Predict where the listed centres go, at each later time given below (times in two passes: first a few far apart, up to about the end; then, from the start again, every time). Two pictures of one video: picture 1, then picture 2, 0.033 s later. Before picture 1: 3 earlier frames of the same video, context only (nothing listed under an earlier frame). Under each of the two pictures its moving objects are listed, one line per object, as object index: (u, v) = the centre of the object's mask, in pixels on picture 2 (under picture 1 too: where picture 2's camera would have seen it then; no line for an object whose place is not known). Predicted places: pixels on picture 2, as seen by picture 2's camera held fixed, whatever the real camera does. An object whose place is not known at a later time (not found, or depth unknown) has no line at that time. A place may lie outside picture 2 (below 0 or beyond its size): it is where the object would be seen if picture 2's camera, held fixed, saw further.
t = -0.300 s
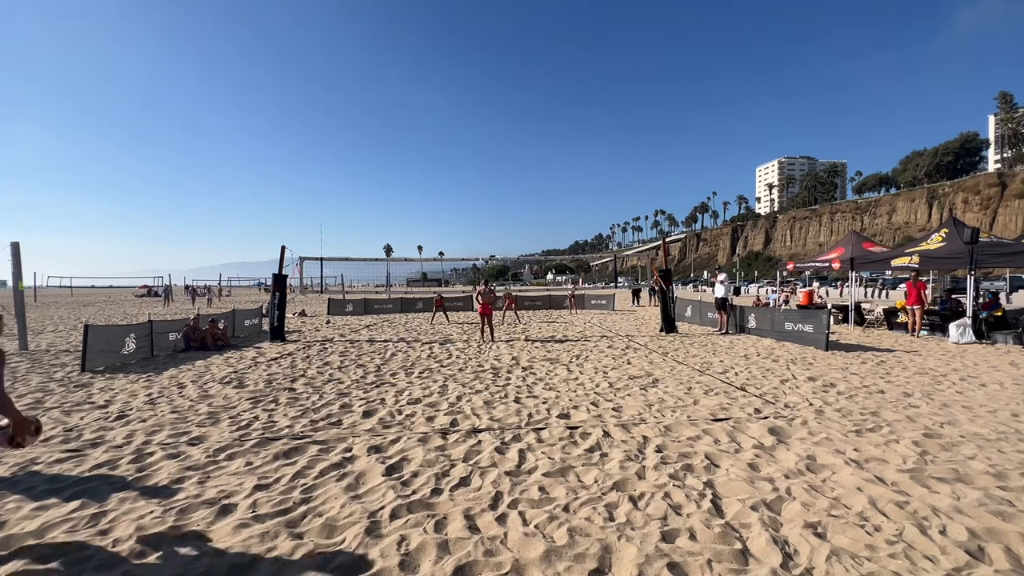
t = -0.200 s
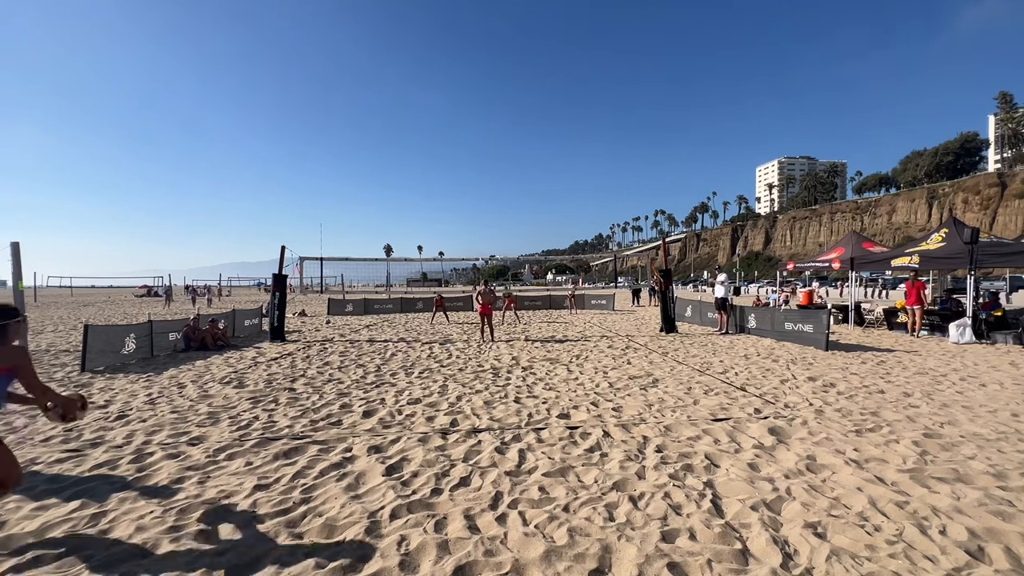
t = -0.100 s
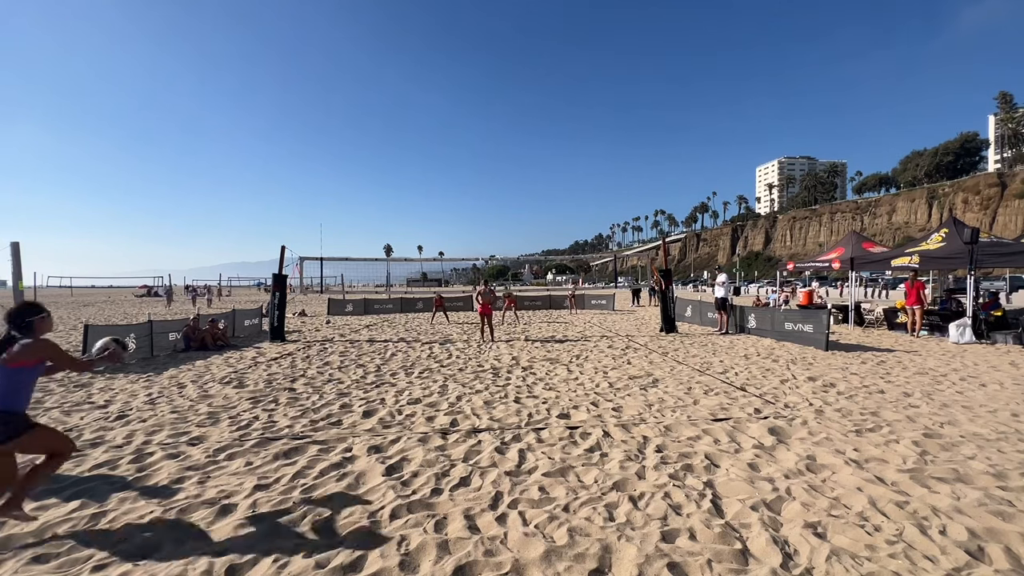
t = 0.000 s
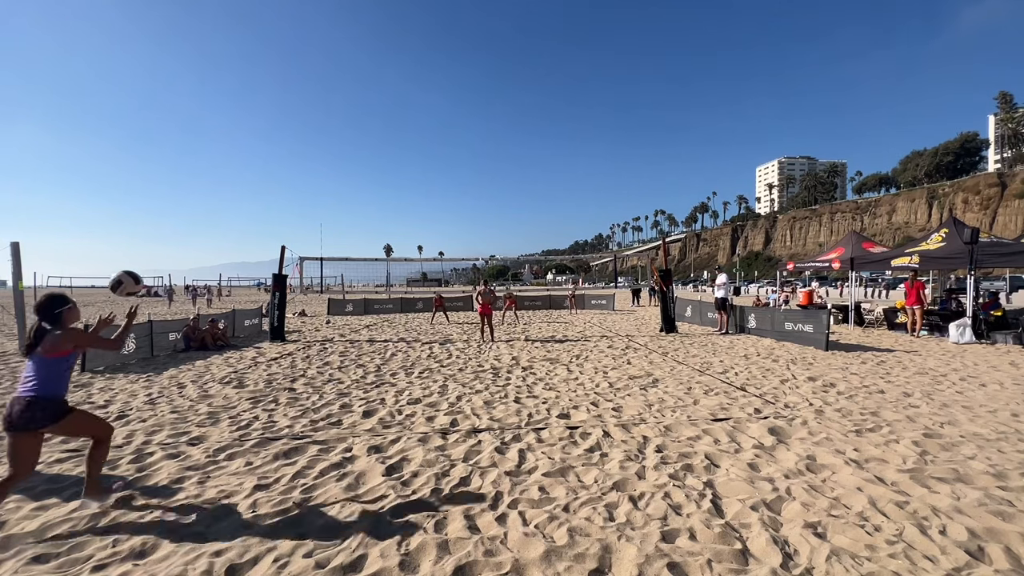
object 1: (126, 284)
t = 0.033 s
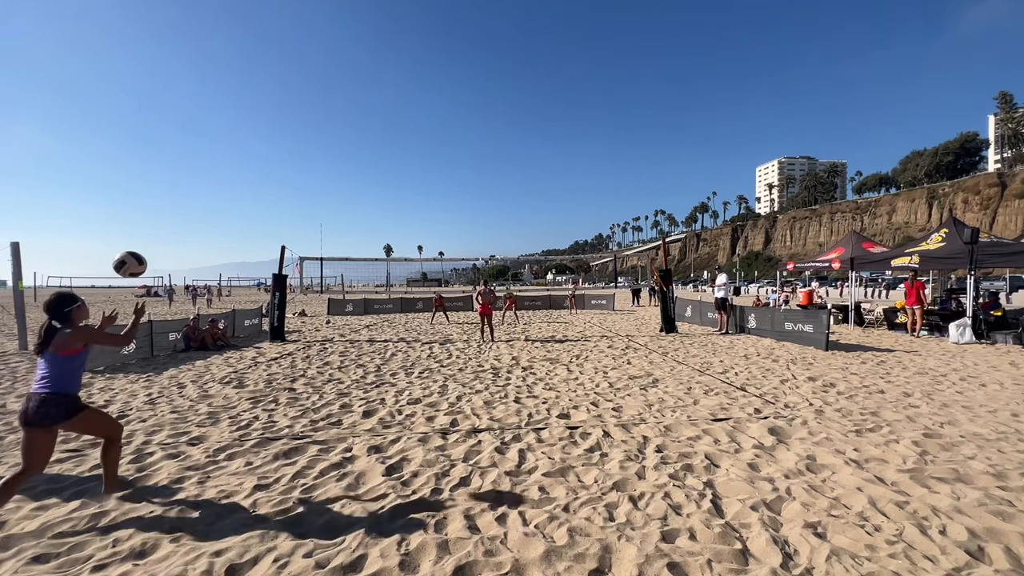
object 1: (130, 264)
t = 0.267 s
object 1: (155, 176)
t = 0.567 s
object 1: (186, 165)
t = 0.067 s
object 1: (134, 247)
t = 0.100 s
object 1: (137, 231)
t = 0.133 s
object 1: (141, 217)
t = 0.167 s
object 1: (145, 204)
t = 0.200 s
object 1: (148, 193)
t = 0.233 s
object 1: (152, 184)
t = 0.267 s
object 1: (155, 176)
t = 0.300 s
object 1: (159, 169)
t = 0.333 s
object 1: (163, 165)
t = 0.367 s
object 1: (166, 161)
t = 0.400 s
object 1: (169, 158)
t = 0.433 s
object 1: (173, 157)
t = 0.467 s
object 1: (176, 157)
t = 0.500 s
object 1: (179, 159)
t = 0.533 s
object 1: (183, 161)
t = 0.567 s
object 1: (186, 165)
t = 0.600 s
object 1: (190, 170)
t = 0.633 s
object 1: (193, 176)
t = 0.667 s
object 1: (196, 183)
